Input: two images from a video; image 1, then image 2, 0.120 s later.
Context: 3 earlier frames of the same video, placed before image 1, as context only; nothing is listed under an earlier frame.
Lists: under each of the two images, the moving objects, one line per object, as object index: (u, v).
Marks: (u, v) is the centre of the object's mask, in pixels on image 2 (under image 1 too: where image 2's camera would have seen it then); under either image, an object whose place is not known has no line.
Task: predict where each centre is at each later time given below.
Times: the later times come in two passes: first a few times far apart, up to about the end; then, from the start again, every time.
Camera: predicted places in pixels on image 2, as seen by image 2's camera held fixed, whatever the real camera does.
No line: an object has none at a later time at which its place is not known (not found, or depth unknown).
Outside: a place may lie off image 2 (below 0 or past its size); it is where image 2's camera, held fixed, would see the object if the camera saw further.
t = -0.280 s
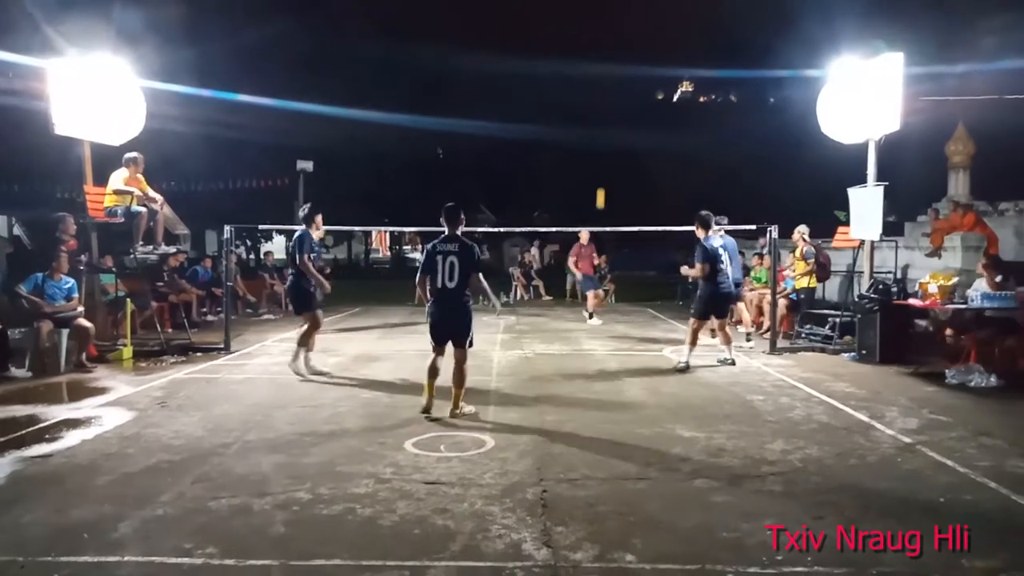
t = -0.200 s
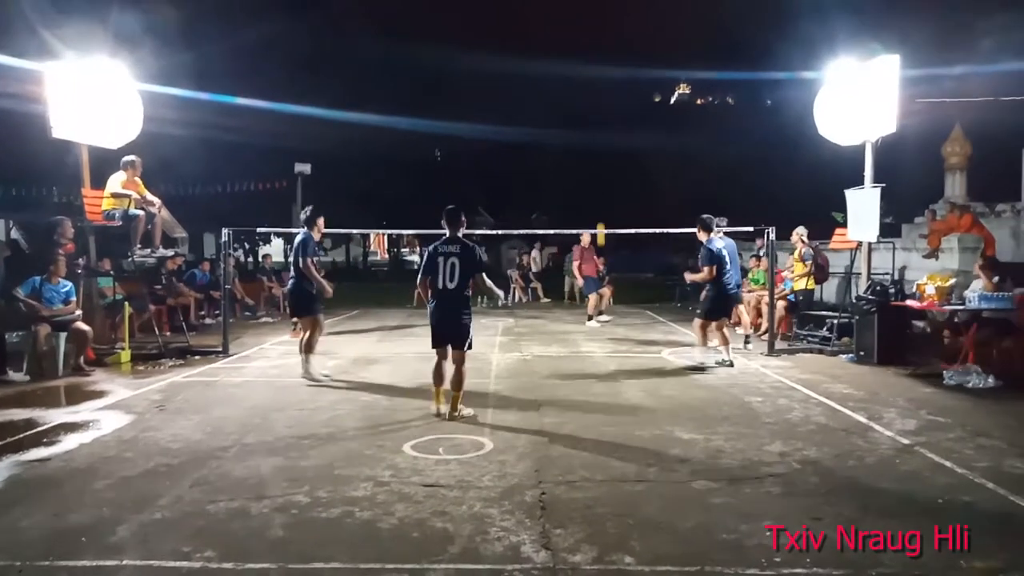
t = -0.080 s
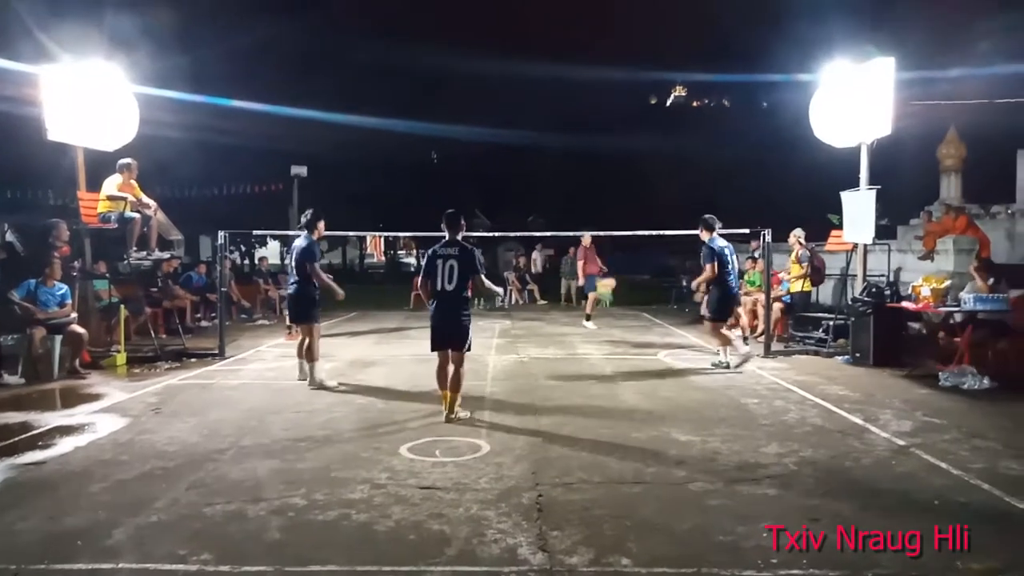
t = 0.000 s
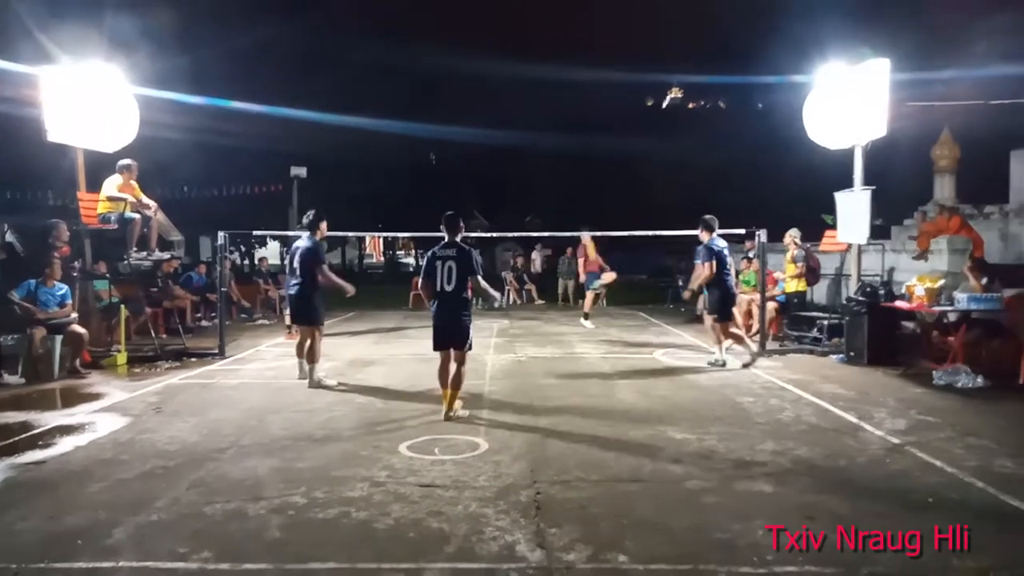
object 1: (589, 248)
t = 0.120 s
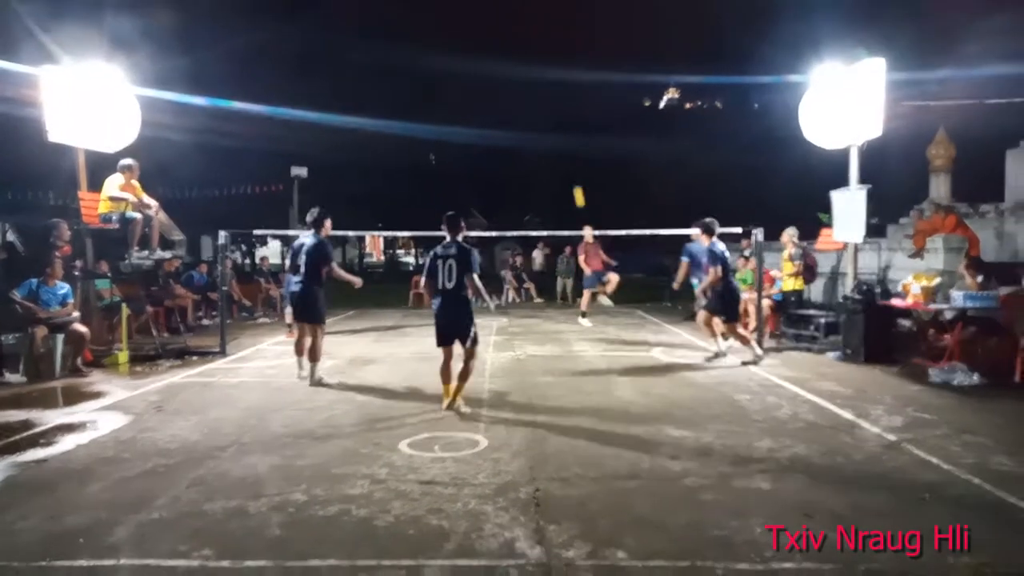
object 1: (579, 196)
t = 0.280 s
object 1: (565, 135)
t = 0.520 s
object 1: (542, 70)
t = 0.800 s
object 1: (512, 39)
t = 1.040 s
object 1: (485, 57)
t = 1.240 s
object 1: (461, 107)
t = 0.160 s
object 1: (576, 180)
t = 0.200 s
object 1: (572, 165)
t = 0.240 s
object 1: (569, 149)
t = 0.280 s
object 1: (565, 135)
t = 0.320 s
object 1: (561, 120)
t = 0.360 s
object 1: (558, 108)
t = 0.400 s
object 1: (554, 98)
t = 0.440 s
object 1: (550, 87)
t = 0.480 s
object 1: (546, 78)
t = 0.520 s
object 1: (542, 70)
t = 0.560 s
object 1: (538, 62)
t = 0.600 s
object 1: (534, 55)
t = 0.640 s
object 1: (530, 50)
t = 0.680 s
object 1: (525, 43)
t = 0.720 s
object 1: (521, 41)
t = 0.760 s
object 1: (517, 39)
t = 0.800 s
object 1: (512, 39)
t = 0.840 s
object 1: (508, 39)
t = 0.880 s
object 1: (503, 40)
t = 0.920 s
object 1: (499, 42)
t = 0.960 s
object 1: (495, 46)
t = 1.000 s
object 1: (490, 51)
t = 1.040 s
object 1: (485, 57)
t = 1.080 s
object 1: (480, 65)
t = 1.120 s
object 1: (475, 73)
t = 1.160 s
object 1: (470, 83)
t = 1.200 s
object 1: (465, 94)
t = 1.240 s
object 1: (461, 107)
